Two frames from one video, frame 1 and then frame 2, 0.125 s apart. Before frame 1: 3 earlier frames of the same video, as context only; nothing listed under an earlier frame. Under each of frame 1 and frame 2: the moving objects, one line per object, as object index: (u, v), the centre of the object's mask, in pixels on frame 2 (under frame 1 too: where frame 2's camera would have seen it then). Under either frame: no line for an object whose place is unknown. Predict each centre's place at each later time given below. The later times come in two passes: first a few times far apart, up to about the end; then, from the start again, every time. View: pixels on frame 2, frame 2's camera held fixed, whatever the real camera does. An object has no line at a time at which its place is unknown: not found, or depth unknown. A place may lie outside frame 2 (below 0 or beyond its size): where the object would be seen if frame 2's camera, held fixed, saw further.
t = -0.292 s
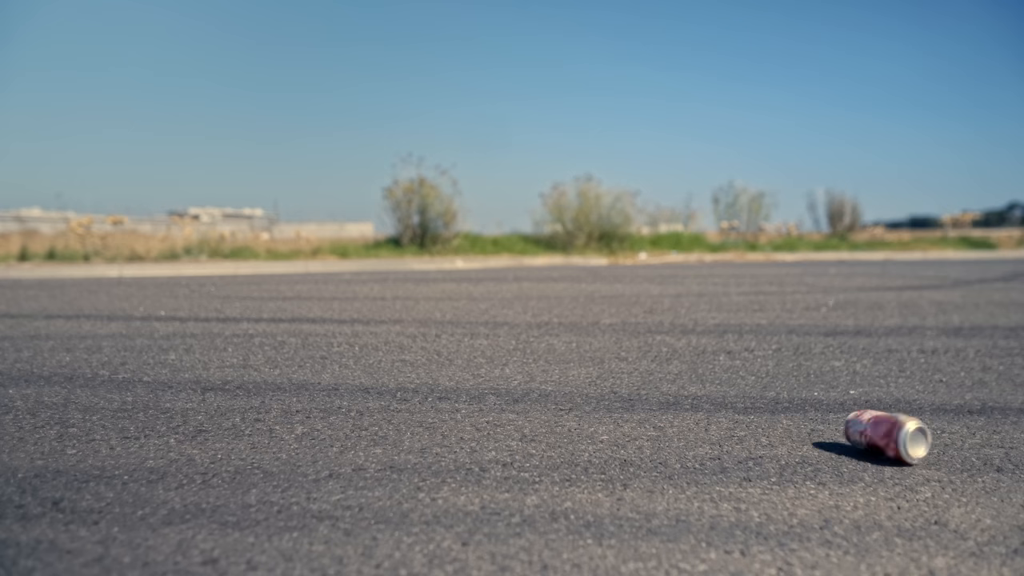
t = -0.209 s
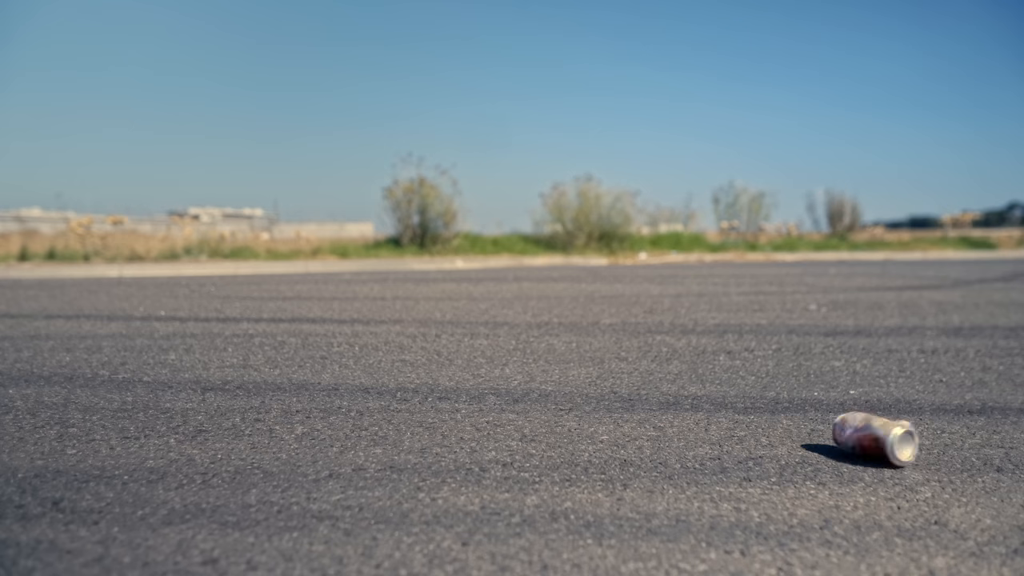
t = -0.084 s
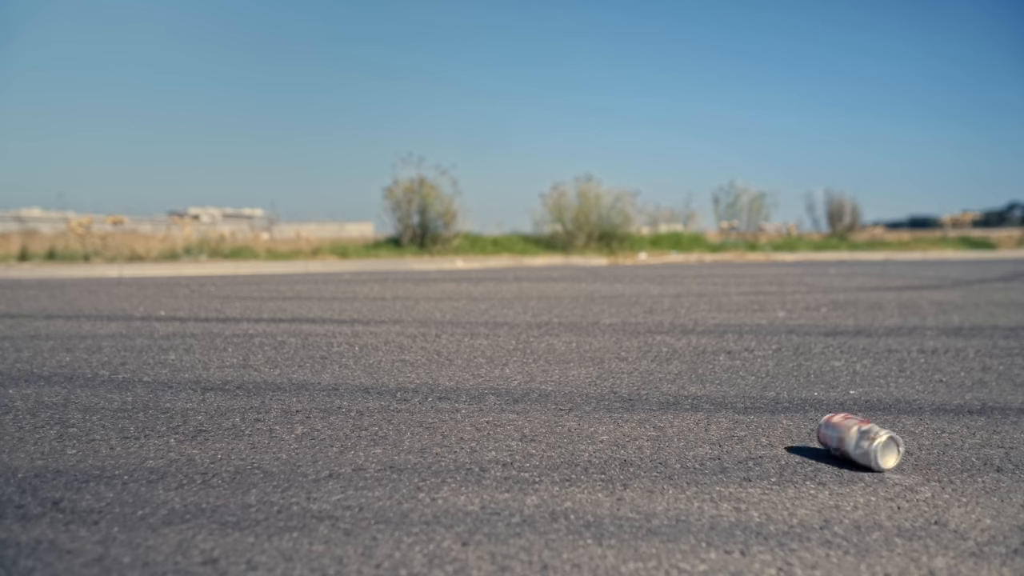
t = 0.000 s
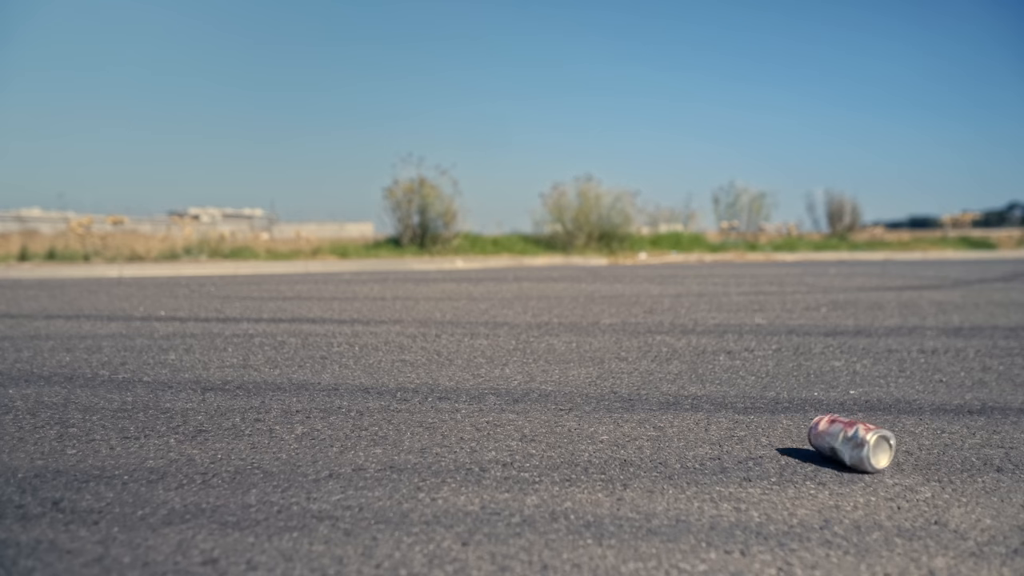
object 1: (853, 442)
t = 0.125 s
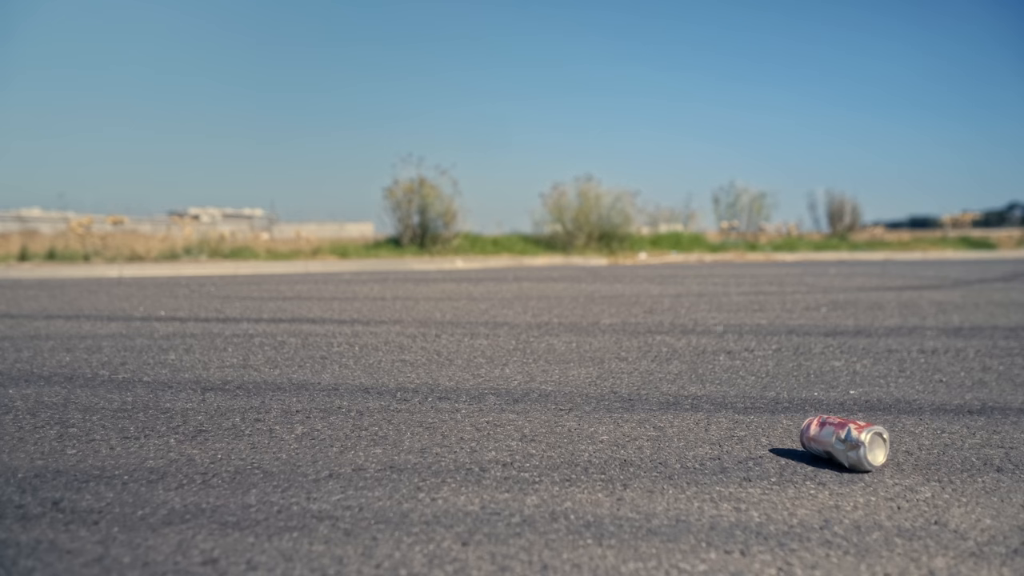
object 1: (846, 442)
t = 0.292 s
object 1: (842, 443)
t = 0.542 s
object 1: (838, 442)
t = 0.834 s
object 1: (818, 448)
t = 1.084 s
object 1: (789, 455)
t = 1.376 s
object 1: (758, 463)
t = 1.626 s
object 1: (728, 467)
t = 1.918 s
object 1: (686, 478)
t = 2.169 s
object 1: (633, 487)
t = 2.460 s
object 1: (566, 506)
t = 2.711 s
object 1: (507, 526)
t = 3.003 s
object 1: (417, 548)
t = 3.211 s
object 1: (339, 560)
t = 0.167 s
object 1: (846, 442)
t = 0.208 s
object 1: (844, 442)
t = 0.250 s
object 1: (843, 442)
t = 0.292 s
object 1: (842, 443)
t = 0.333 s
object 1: (842, 442)
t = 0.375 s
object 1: (841, 442)
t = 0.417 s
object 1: (841, 442)
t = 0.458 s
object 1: (840, 442)
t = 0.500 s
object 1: (839, 443)
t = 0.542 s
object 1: (838, 442)
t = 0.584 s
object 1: (837, 442)
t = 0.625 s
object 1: (835, 443)
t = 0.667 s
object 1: (832, 443)
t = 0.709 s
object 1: (829, 444)
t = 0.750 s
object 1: (826, 446)
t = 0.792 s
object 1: (822, 448)
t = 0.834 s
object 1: (818, 448)
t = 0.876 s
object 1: (813, 449)
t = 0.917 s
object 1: (807, 451)
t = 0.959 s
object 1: (802, 451)
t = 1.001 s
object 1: (797, 452)
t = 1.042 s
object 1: (793, 454)
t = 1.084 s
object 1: (789, 455)
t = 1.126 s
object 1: (786, 455)
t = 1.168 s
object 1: (782, 456)
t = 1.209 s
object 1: (778, 456)
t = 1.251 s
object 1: (773, 458)
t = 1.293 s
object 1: (768, 460)
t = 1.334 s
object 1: (763, 461)
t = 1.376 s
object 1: (758, 463)
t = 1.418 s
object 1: (753, 464)
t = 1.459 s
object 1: (747, 467)
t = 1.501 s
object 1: (742, 467)
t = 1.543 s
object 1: (738, 467)
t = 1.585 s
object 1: (733, 467)
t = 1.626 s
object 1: (728, 467)
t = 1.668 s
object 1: (723, 468)
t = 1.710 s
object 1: (717, 470)
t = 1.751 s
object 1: (712, 473)
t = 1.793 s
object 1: (707, 474)
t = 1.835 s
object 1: (700, 475)
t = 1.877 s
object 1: (693, 478)
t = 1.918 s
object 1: (686, 478)
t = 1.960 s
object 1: (679, 478)
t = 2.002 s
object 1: (670, 481)
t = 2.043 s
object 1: (662, 481)
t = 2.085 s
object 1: (652, 481)
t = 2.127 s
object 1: (642, 484)
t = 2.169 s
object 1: (633, 487)
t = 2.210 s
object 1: (625, 489)
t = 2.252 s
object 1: (616, 492)
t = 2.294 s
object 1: (609, 496)
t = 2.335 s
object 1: (599, 496)
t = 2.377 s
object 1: (587, 497)
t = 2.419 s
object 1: (576, 501)
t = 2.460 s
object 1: (566, 506)
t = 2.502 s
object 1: (557, 508)
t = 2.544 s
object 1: (546, 514)
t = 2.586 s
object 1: (537, 515)
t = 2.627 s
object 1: (528, 520)
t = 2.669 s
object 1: (518, 520)
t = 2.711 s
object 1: (507, 526)
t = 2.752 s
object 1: (495, 530)
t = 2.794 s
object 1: (482, 532)
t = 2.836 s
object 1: (470, 535)
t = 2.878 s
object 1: (456, 541)
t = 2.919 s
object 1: (445, 542)
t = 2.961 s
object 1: (433, 543)
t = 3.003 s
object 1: (417, 548)
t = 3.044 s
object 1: (400, 551)
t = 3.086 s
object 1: (385, 551)
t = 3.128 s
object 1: (373, 556)
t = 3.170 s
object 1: (358, 556)
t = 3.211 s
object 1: (339, 560)
